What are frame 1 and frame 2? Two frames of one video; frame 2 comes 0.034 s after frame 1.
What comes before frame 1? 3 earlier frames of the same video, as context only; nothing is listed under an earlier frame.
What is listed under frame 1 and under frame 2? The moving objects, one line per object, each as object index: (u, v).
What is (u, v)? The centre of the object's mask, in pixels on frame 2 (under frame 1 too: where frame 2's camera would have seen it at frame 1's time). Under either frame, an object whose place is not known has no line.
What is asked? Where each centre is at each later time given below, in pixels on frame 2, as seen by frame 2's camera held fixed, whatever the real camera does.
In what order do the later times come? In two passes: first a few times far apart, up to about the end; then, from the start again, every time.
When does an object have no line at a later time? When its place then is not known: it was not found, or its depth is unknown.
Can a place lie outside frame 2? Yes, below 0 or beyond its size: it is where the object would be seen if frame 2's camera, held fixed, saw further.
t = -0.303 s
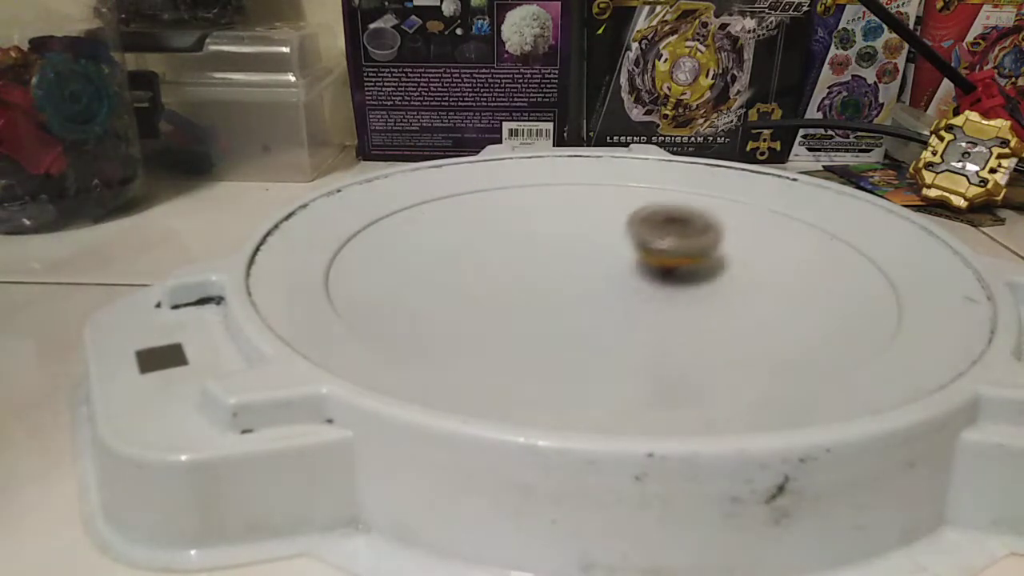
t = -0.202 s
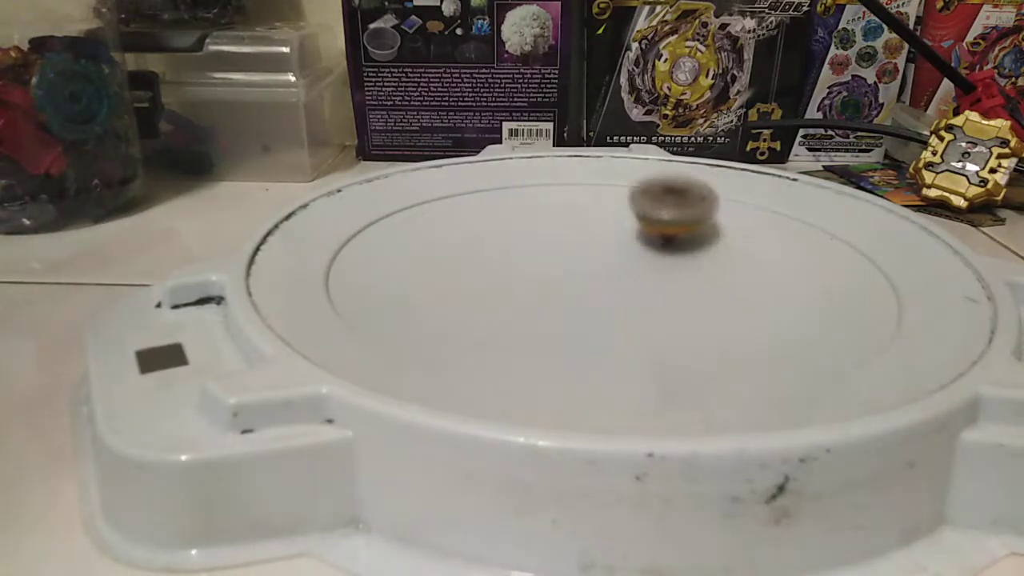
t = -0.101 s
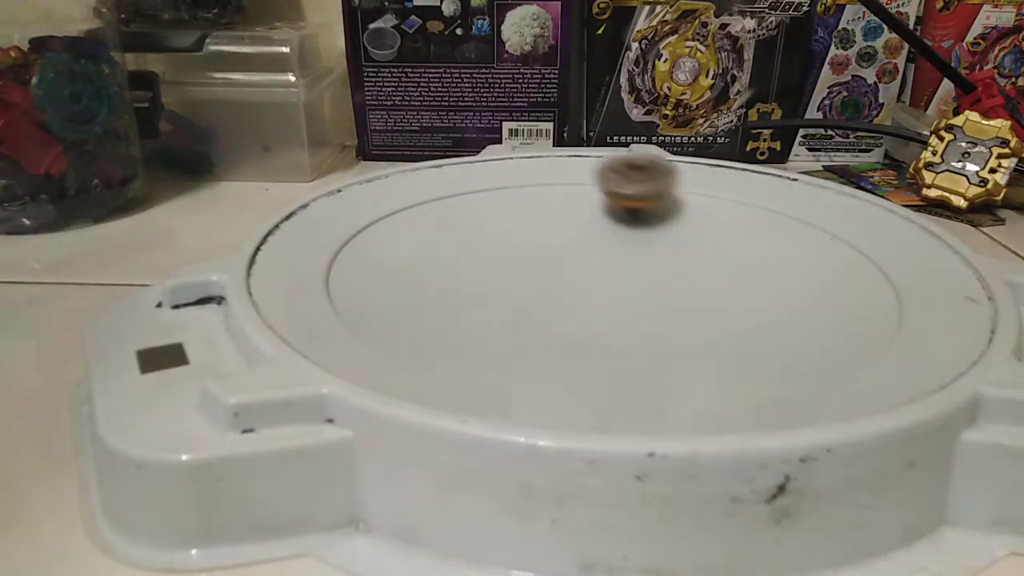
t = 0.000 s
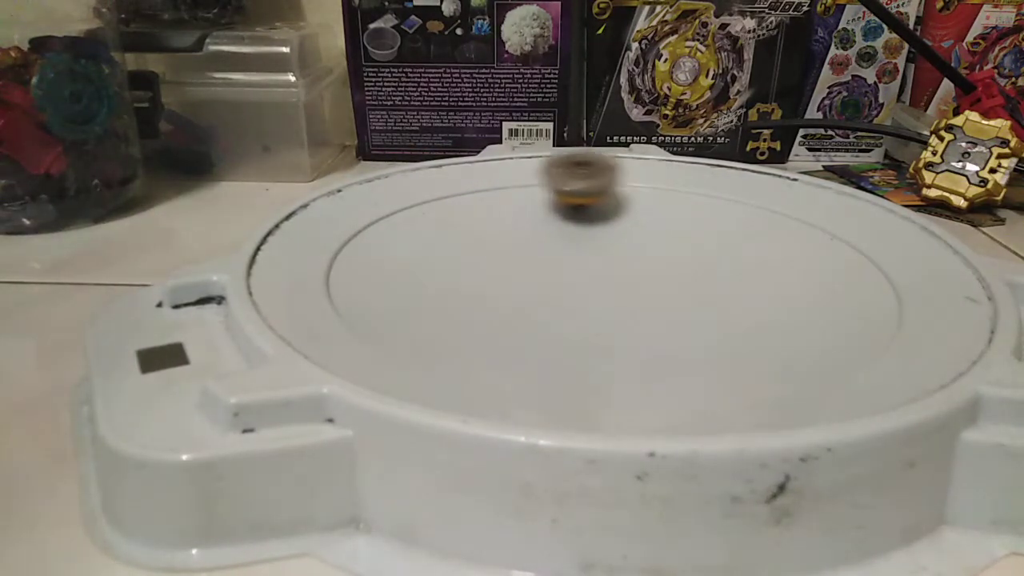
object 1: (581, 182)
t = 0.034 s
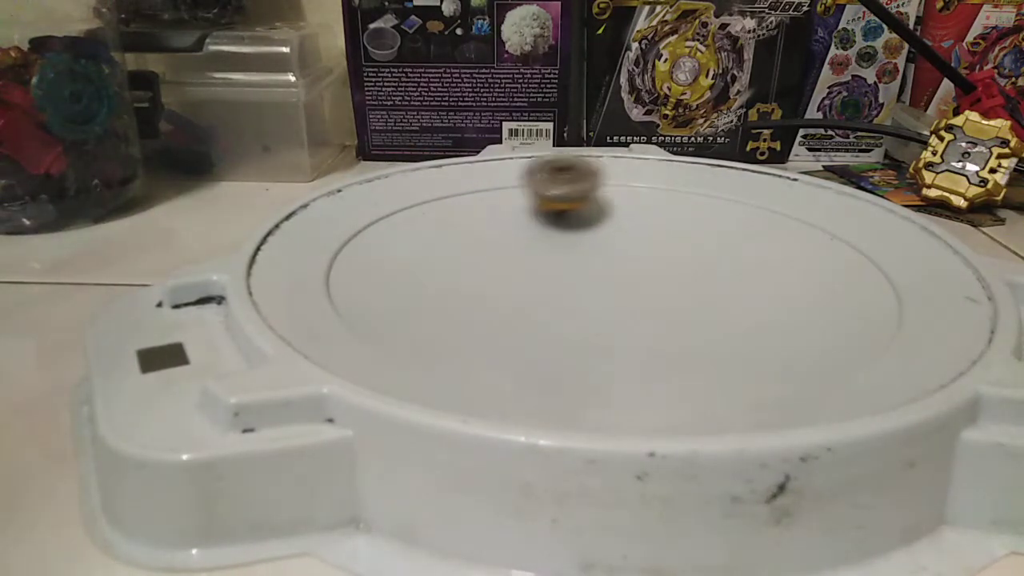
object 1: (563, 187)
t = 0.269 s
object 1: (557, 269)
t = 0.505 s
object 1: (747, 296)
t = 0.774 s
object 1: (786, 234)
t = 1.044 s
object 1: (568, 245)
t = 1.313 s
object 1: (469, 293)
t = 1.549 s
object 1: (632, 320)
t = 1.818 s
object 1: (642, 247)
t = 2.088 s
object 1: (502, 198)
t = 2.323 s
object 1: (454, 240)
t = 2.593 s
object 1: (662, 282)
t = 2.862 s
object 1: (747, 222)
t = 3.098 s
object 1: (622, 216)
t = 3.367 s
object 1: (549, 282)
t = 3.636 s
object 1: (684, 320)
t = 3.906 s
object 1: (679, 264)
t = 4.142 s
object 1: (536, 234)
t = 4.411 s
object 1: (435, 246)
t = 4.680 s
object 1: (606, 285)
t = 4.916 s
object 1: (687, 235)
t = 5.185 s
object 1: (604, 202)
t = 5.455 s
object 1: (555, 269)
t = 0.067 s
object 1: (547, 195)
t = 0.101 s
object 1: (535, 205)
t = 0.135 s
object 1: (527, 217)
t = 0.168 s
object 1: (527, 230)
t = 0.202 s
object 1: (531, 243)
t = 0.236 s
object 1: (542, 256)
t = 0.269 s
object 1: (557, 269)
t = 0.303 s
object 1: (576, 279)
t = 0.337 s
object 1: (599, 287)
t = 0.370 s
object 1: (626, 294)
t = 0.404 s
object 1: (655, 298)
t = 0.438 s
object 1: (684, 299)
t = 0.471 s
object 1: (715, 297)
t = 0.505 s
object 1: (747, 296)
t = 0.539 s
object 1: (774, 291)
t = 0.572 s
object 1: (798, 282)
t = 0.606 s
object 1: (816, 273)
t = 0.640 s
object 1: (825, 266)
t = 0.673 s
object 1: (828, 255)
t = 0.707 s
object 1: (821, 246)
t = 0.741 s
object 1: (807, 239)
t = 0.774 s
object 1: (786, 234)
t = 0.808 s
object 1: (760, 233)
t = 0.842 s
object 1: (732, 229)
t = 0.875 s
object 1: (702, 232)
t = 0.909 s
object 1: (674, 233)
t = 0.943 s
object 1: (646, 236)
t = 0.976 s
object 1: (619, 239)
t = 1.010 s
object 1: (593, 241)
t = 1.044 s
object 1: (568, 245)
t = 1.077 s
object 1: (546, 249)
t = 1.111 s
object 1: (526, 254)
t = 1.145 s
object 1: (507, 260)
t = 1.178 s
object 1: (493, 266)
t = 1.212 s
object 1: (480, 272)
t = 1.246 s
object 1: (472, 279)
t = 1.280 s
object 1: (468, 286)
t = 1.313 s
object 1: (469, 293)
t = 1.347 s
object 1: (475, 301)
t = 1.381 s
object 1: (489, 308)
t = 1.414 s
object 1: (510, 316)
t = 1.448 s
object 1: (538, 321)
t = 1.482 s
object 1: (570, 324)
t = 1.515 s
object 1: (603, 324)
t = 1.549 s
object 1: (632, 320)
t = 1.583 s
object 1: (657, 314)
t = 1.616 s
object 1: (672, 306)
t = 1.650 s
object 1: (678, 296)
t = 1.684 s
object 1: (679, 285)
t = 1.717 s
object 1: (675, 275)
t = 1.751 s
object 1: (667, 266)
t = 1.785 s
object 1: (655, 256)
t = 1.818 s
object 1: (642, 247)
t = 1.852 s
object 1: (627, 238)
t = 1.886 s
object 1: (610, 230)
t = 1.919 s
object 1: (594, 224)
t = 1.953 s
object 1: (577, 217)
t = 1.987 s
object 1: (558, 212)
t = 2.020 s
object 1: (541, 207)
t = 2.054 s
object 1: (520, 201)
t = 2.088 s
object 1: (502, 198)
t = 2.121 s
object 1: (486, 197)
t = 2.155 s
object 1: (469, 198)
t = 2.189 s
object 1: (457, 202)
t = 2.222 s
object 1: (447, 209)
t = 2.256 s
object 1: (443, 218)
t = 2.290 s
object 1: (444, 227)
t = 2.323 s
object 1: (454, 240)
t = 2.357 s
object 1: (471, 254)
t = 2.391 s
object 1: (493, 265)
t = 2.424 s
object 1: (520, 274)
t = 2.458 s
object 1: (549, 282)
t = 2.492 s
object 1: (579, 285)
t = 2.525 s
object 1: (608, 286)
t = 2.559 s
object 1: (634, 285)
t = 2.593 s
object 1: (662, 282)
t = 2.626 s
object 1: (685, 277)
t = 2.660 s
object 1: (705, 270)
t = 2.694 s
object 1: (723, 263)
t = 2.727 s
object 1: (737, 255)
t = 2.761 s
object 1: (746, 246)
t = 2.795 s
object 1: (751, 238)
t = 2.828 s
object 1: (752, 229)
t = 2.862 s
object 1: (747, 222)
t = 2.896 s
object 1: (738, 215)
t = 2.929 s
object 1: (724, 208)
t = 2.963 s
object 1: (706, 208)
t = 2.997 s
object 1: (686, 205)
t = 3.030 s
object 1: (666, 207)
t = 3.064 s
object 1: (643, 211)
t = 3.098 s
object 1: (622, 216)
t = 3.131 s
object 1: (604, 222)
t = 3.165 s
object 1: (586, 230)
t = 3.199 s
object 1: (573, 238)
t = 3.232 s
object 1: (562, 247)
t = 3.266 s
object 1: (554, 256)
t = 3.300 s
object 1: (549, 265)
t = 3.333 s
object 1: (547, 274)
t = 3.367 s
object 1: (549, 282)
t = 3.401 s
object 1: (554, 291)
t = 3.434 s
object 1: (563, 298)
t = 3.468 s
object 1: (576, 305)
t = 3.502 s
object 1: (592, 311)
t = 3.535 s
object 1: (611, 316)
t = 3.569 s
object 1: (634, 319)
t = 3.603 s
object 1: (659, 320)
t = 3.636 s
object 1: (684, 320)
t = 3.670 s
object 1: (706, 316)
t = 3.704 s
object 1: (721, 309)
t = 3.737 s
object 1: (730, 302)
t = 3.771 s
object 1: (732, 294)
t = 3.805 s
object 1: (726, 286)
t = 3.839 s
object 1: (714, 280)
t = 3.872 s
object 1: (698, 273)
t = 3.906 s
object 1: (679, 264)
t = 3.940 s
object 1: (660, 260)
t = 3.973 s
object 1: (639, 254)
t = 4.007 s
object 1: (616, 248)
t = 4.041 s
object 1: (597, 245)
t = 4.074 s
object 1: (575, 239)
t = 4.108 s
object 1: (555, 236)
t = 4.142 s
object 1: (536, 234)
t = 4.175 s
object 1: (517, 231)
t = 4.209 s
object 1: (499, 230)
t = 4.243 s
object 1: (482, 229)
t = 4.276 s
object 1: (465, 229)
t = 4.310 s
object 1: (452, 231)
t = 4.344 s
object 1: (442, 234)
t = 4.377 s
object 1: (436, 240)
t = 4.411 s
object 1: (435, 246)
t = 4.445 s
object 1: (441, 254)
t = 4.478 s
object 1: (453, 263)
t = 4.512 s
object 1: (475, 274)
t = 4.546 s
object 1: (501, 281)
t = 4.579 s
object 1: (526, 284)
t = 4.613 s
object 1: (554, 286)
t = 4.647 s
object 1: (582, 287)
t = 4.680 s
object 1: (606, 285)
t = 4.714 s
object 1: (626, 280)
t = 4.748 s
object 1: (643, 273)
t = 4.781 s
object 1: (658, 266)
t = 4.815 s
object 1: (669, 259)
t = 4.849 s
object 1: (677, 253)
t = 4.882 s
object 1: (683, 244)
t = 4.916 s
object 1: (687, 235)
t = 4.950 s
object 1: (687, 226)
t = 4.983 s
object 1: (685, 220)
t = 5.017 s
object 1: (678, 213)
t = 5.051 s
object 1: (669, 207)
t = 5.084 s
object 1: (656, 202)
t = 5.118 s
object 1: (640, 200)
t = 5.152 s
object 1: (623, 199)
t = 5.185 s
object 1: (604, 202)
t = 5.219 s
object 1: (587, 206)
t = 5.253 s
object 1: (572, 211)
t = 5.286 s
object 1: (560, 220)
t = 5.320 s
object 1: (552, 229)
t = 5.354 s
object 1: (547, 239)
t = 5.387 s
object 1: (546, 249)
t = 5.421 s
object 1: (549, 259)
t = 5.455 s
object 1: (555, 269)
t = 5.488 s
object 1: (563, 277)
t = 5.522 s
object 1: (575, 284)
